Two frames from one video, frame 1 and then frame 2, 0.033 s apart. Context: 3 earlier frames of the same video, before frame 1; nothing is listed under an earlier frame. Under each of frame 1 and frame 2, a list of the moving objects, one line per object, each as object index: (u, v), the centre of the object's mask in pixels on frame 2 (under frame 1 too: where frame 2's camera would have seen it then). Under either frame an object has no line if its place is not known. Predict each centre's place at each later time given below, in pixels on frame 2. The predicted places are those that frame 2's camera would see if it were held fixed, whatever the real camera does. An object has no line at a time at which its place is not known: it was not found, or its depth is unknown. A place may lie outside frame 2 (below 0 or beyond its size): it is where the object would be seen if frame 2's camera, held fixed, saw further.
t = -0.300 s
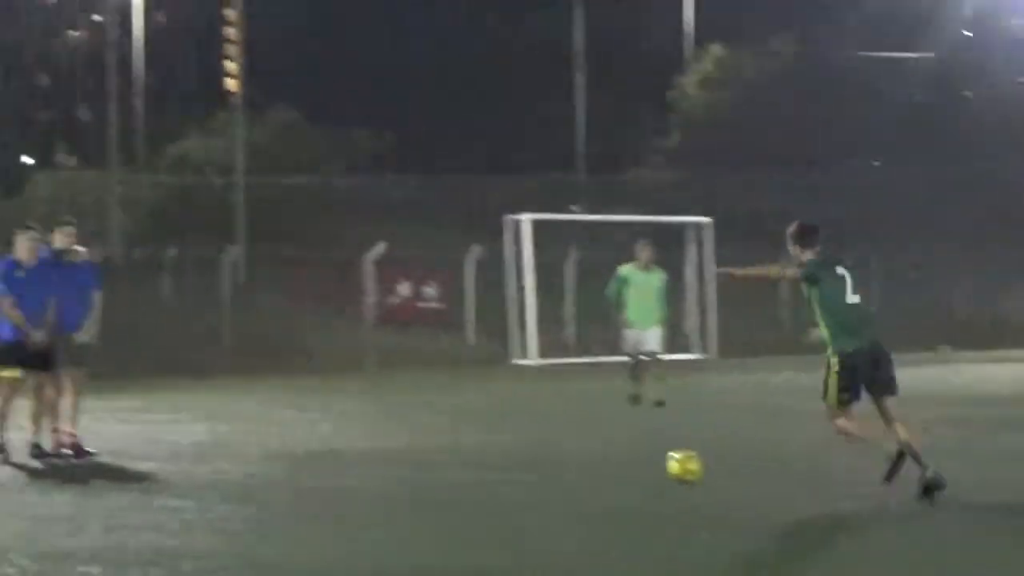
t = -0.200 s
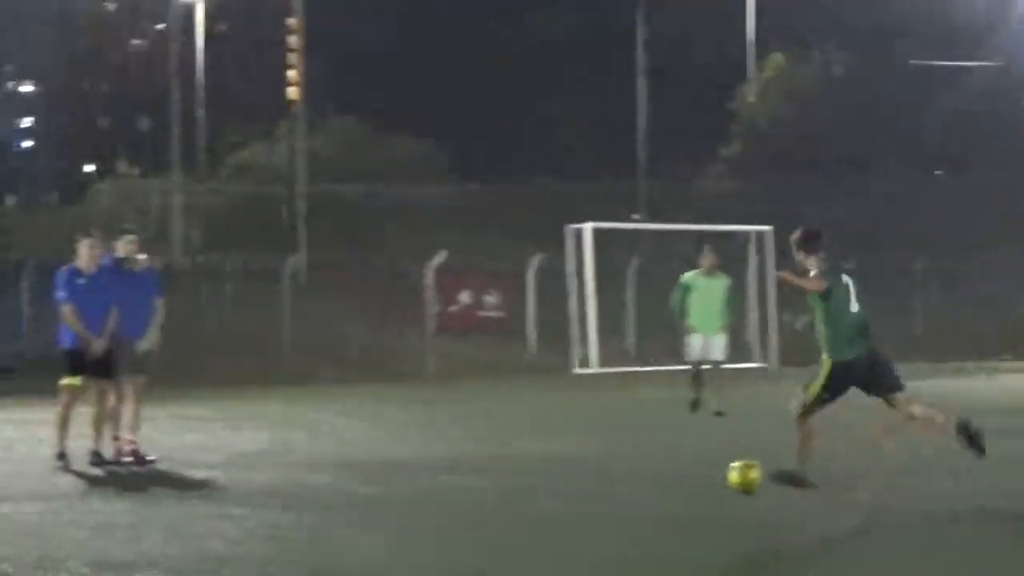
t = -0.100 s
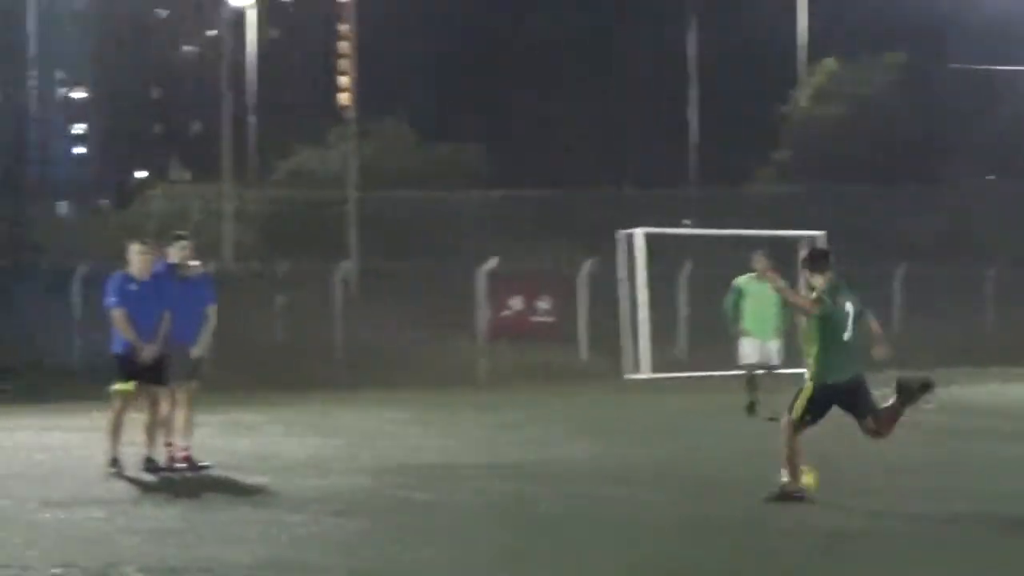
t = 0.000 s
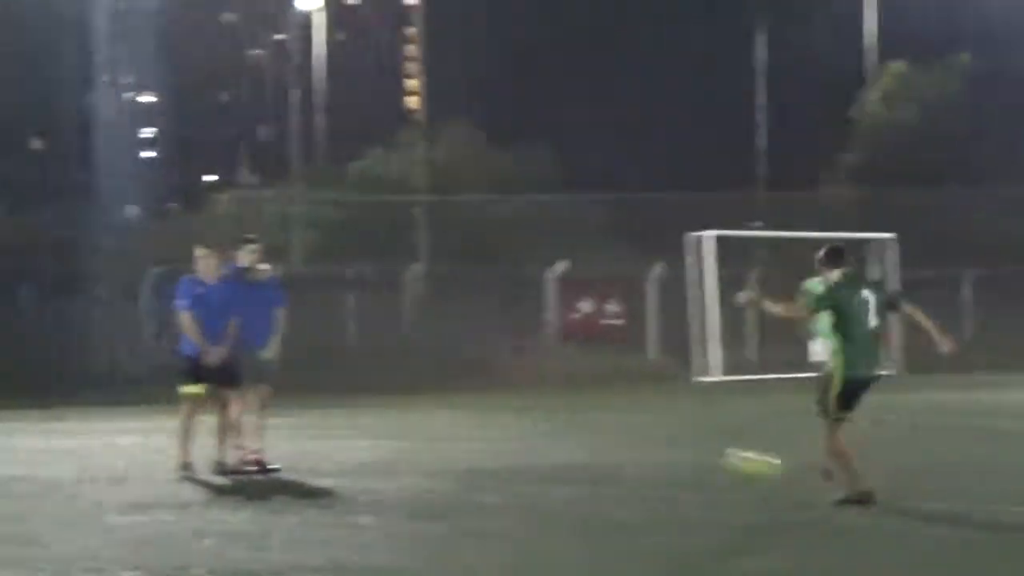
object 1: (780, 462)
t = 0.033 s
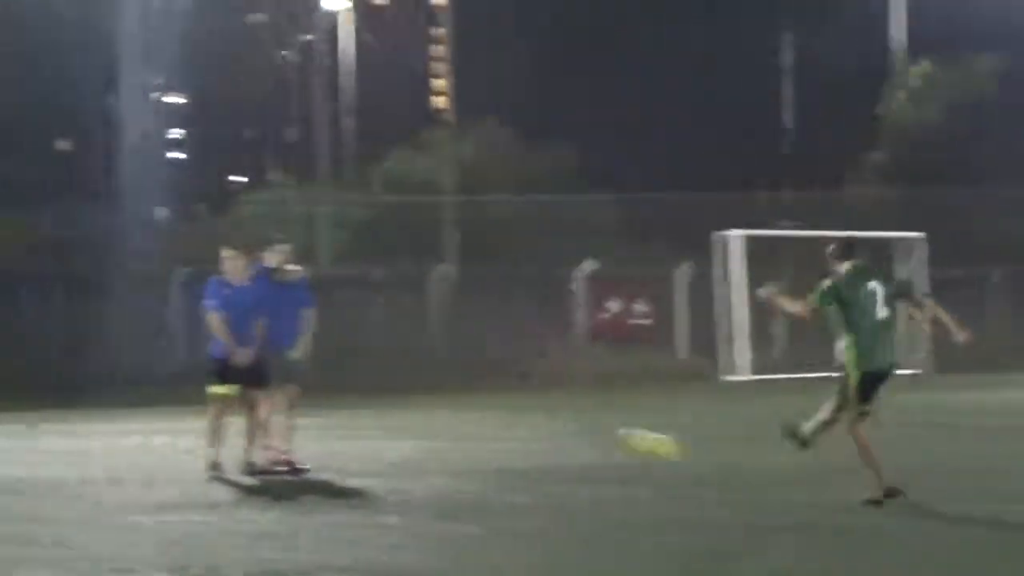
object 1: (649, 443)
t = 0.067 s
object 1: (516, 424)
